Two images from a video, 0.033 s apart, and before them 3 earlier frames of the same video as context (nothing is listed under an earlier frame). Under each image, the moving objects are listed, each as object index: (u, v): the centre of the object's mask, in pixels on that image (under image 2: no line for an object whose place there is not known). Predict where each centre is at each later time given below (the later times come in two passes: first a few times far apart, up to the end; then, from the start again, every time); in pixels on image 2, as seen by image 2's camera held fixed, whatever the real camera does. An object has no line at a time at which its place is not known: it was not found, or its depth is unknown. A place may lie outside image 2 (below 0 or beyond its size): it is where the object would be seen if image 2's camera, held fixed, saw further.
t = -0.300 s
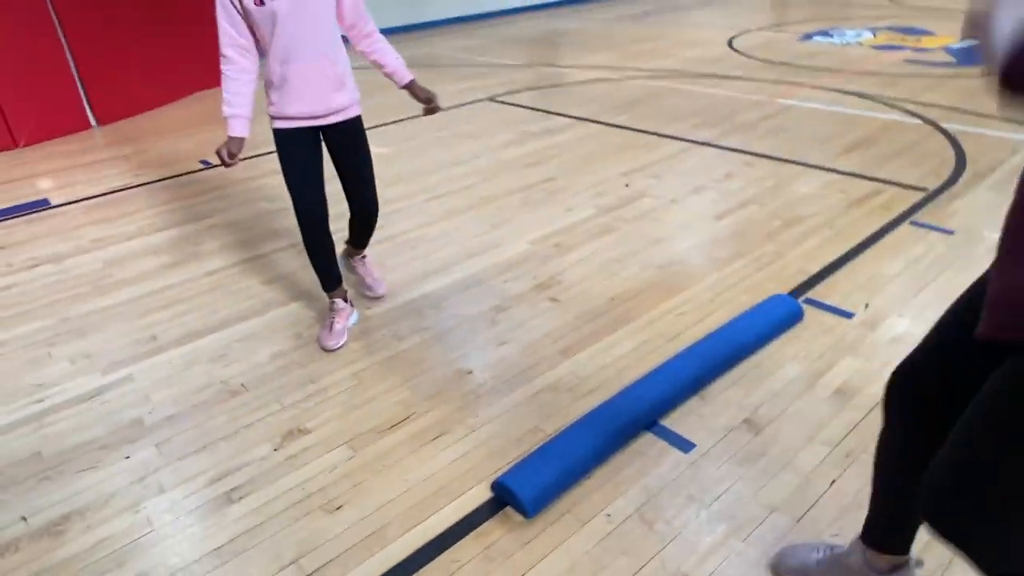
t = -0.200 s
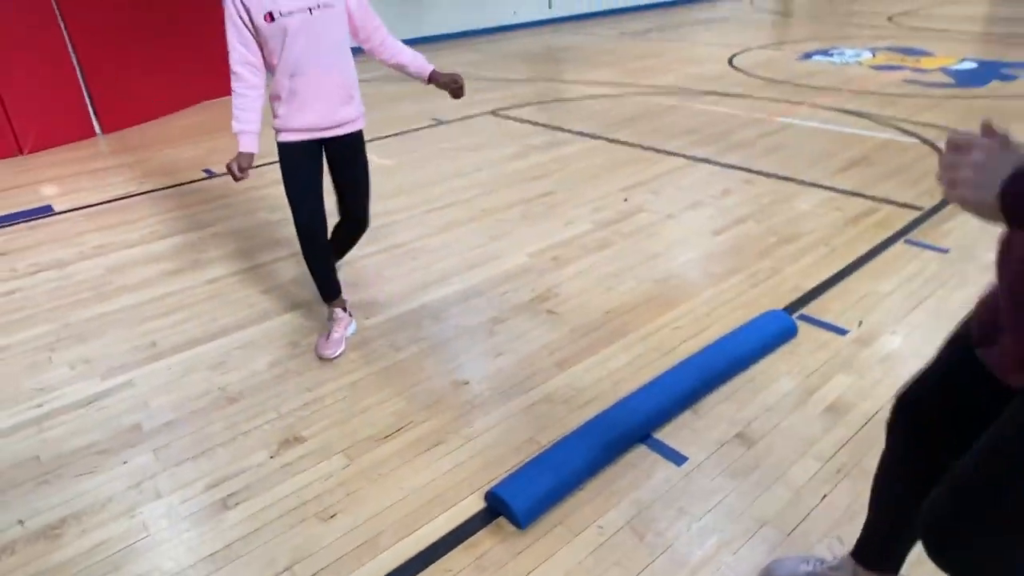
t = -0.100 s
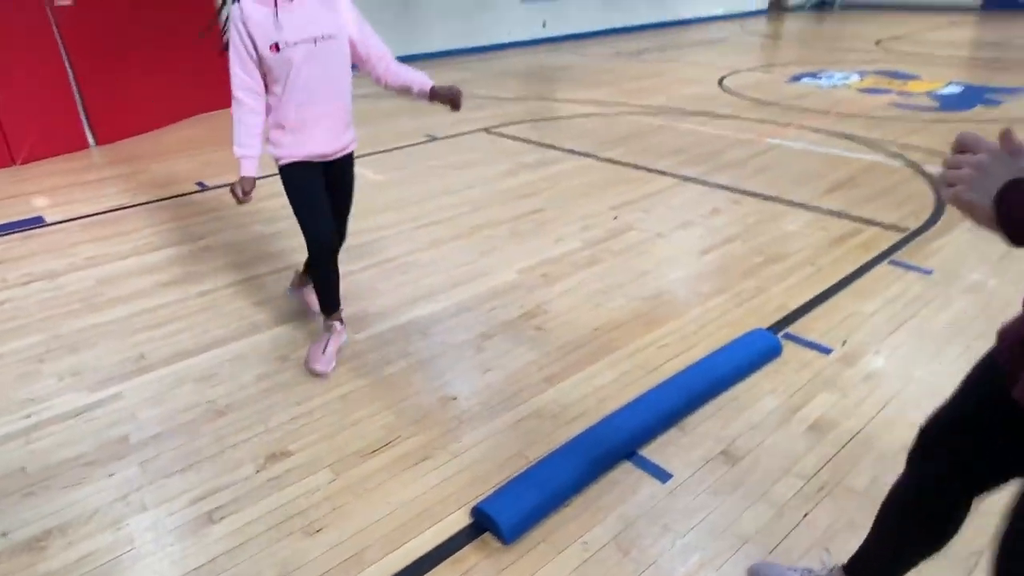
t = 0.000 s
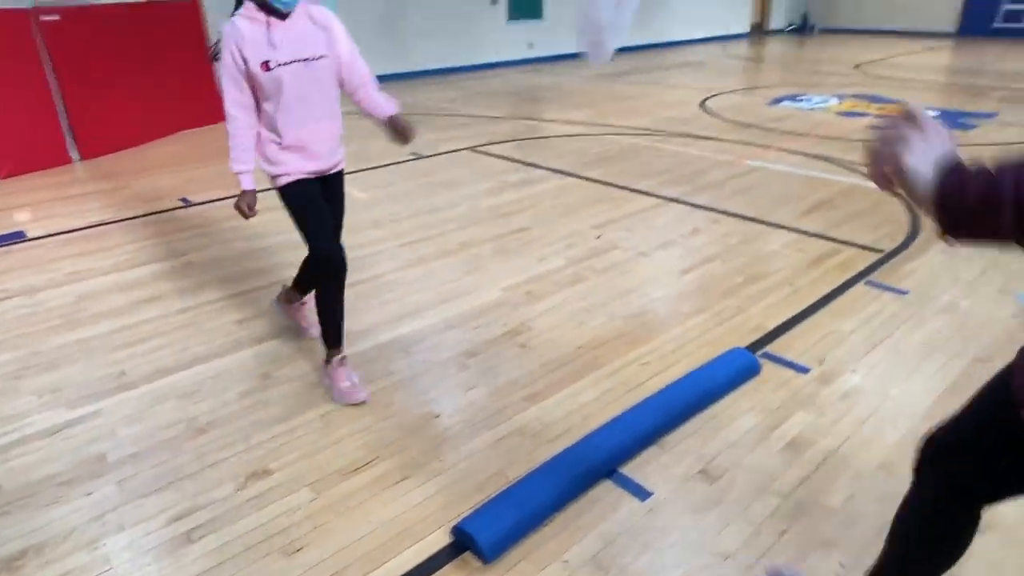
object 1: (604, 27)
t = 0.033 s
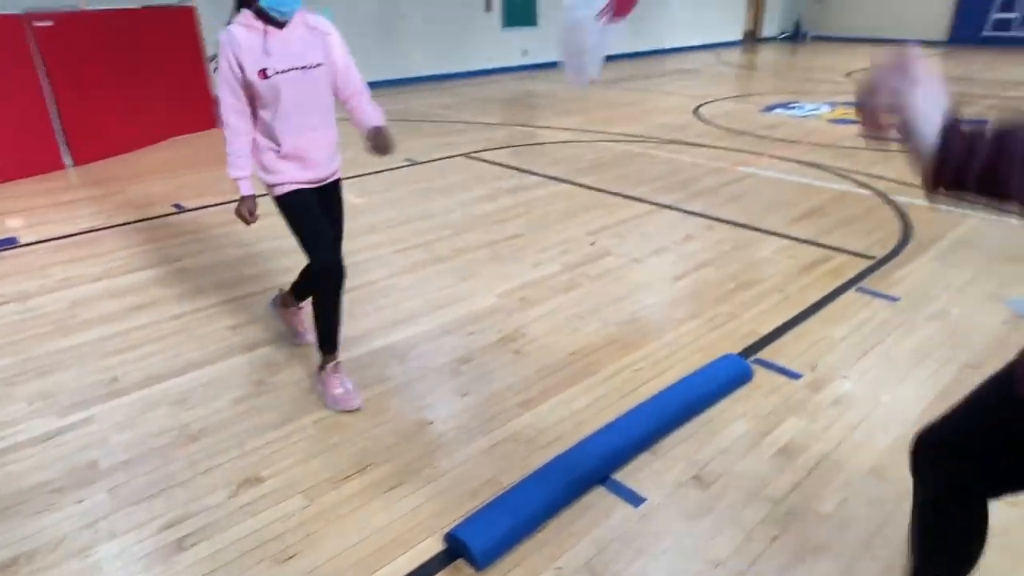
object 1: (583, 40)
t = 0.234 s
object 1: (578, 63)
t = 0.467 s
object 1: (507, 179)
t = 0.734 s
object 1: (459, 323)
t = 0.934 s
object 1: (472, 449)
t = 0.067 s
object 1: (589, 33)
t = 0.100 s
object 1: (590, 35)
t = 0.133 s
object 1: (595, 33)
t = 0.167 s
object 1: (593, 40)
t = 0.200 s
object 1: (587, 46)
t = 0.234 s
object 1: (578, 63)
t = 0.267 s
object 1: (567, 83)
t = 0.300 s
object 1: (556, 100)
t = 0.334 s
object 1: (546, 118)
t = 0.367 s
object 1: (535, 132)
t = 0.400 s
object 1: (526, 150)
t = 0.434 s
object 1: (516, 165)
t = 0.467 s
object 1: (507, 179)
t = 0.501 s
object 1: (500, 197)
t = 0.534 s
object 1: (495, 215)
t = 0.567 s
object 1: (489, 231)
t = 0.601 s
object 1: (481, 246)
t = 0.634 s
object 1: (476, 264)
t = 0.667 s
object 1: (471, 284)
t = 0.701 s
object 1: (465, 304)
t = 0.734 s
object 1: (459, 323)
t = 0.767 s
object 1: (457, 347)
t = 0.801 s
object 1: (462, 372)
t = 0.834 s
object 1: (463, 390)
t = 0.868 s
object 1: (464, 409)
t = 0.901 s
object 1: (467, 430)
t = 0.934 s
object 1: (472, 449)
